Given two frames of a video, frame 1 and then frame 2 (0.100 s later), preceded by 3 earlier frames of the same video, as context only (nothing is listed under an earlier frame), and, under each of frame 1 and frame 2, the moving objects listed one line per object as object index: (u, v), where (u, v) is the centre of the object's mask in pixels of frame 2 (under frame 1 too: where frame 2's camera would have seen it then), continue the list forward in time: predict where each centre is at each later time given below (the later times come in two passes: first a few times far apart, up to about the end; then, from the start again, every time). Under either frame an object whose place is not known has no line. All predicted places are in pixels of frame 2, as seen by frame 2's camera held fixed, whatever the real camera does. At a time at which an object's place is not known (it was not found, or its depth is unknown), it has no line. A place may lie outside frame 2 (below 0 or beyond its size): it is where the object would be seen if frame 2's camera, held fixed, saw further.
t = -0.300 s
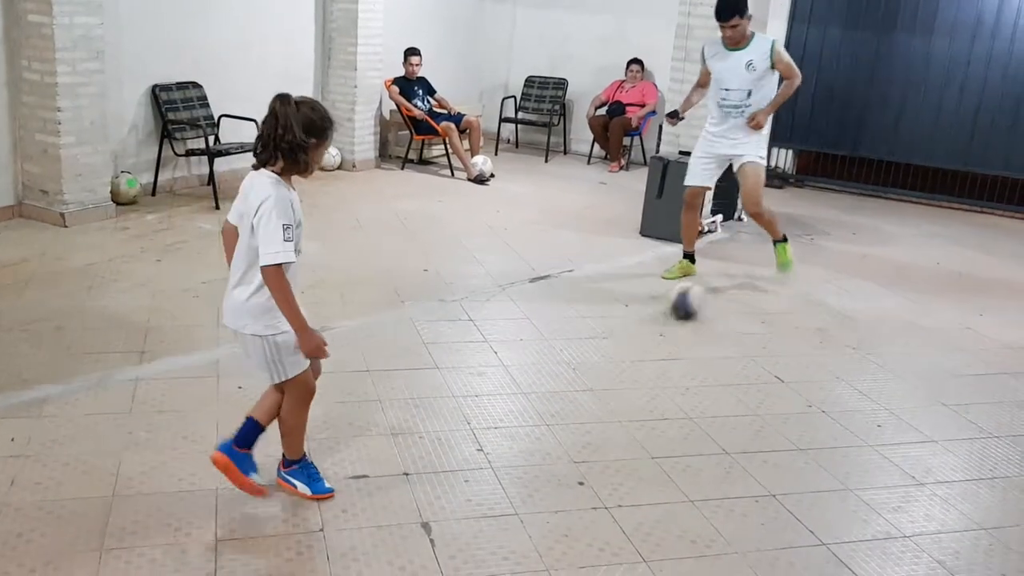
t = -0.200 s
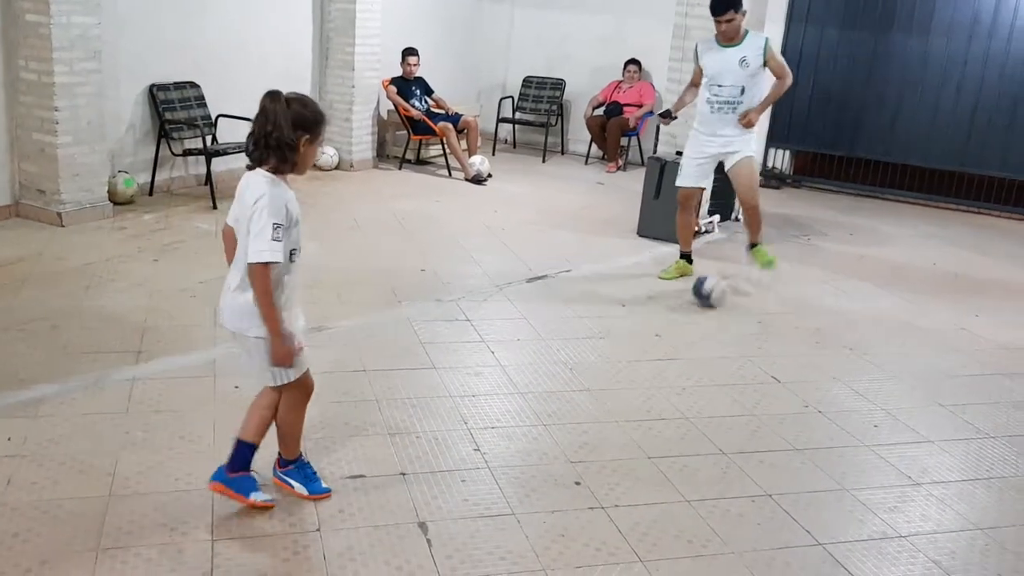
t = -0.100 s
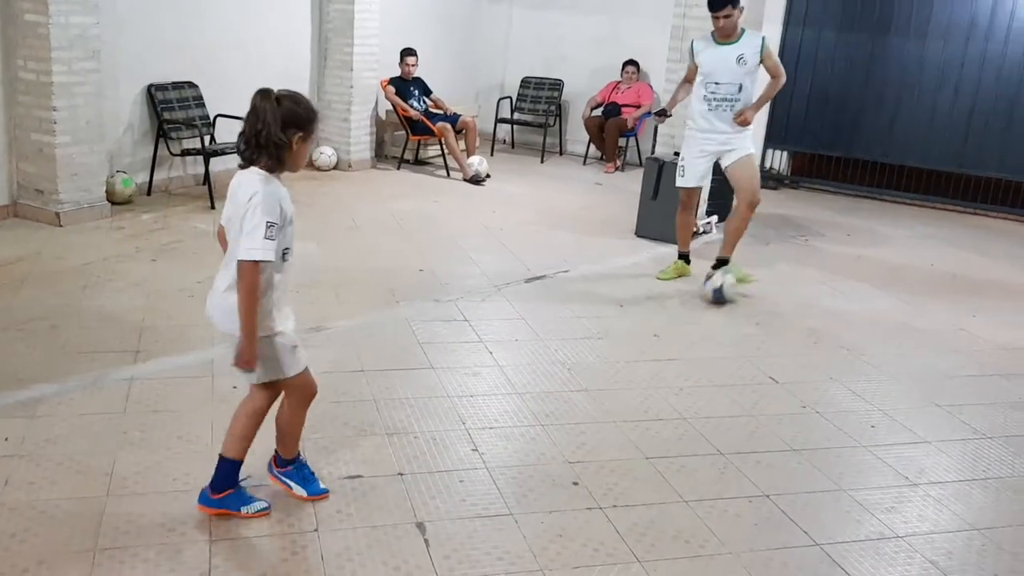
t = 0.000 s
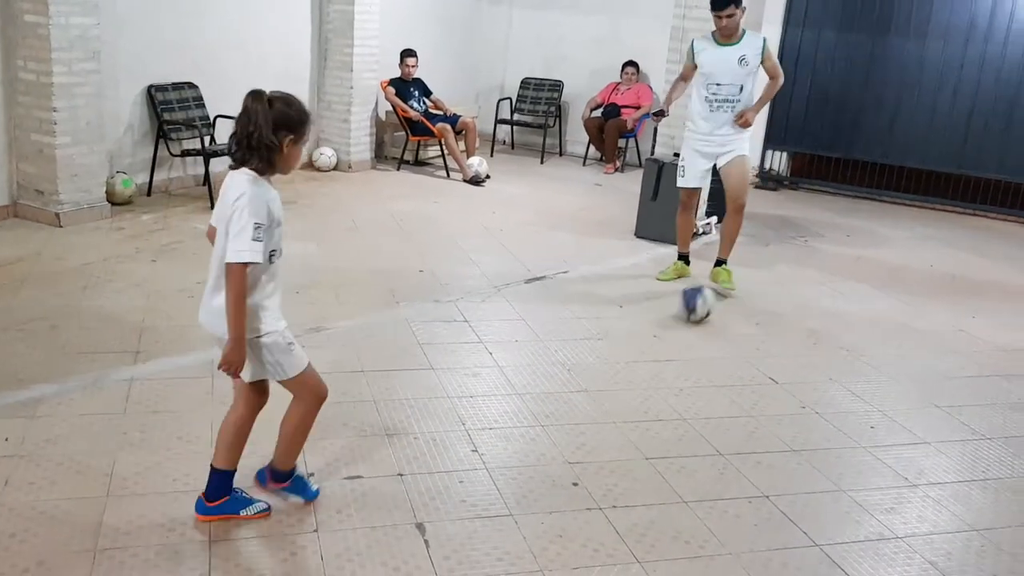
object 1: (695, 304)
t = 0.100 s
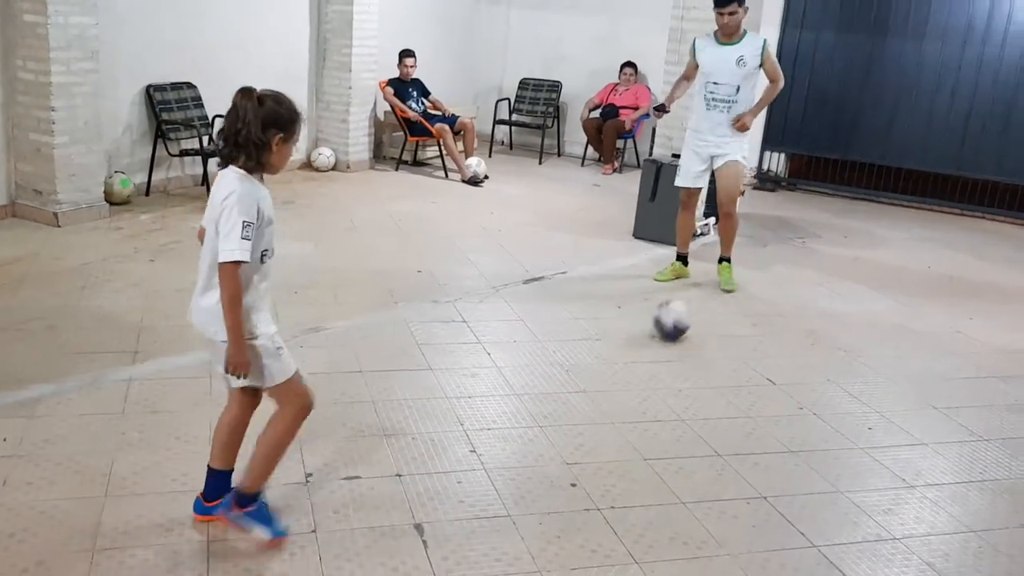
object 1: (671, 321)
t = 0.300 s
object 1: (627, 353)
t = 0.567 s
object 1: (554, 397)
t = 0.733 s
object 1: (495, 434)
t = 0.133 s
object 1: (664, 326)
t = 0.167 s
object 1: (657, 330)
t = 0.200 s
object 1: (650, 337)
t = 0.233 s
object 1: (644, 342)
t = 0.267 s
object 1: (635, 347)
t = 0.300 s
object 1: (627, 353)
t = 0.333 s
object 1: (620, 356)
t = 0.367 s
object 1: (611, 362)
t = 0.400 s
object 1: (602, 369)
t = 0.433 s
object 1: (595, 373)
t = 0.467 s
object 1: (585, 380)
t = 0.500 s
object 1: (575, 386)
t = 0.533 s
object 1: (563, 395)
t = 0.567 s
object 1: (554, 397)
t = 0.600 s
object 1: (545, 403)
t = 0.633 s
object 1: (532, 412)
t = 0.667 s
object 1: (521, 418)
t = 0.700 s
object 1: (509, 425)
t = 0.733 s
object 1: (495, 434)
